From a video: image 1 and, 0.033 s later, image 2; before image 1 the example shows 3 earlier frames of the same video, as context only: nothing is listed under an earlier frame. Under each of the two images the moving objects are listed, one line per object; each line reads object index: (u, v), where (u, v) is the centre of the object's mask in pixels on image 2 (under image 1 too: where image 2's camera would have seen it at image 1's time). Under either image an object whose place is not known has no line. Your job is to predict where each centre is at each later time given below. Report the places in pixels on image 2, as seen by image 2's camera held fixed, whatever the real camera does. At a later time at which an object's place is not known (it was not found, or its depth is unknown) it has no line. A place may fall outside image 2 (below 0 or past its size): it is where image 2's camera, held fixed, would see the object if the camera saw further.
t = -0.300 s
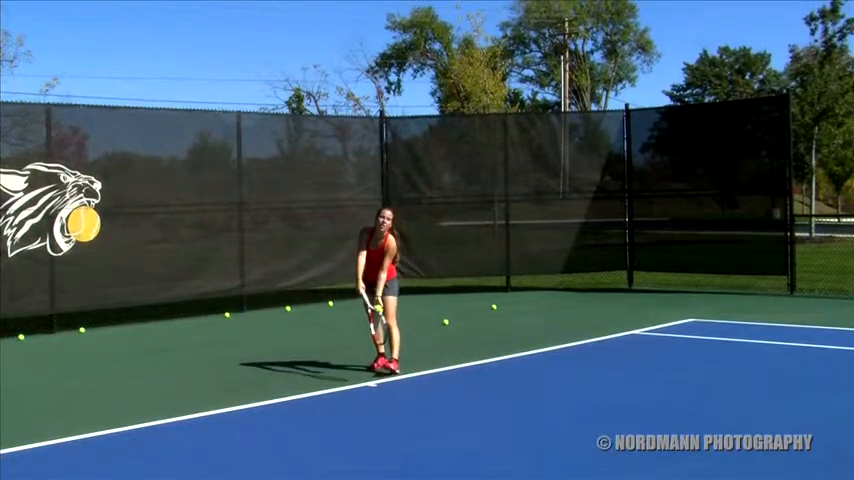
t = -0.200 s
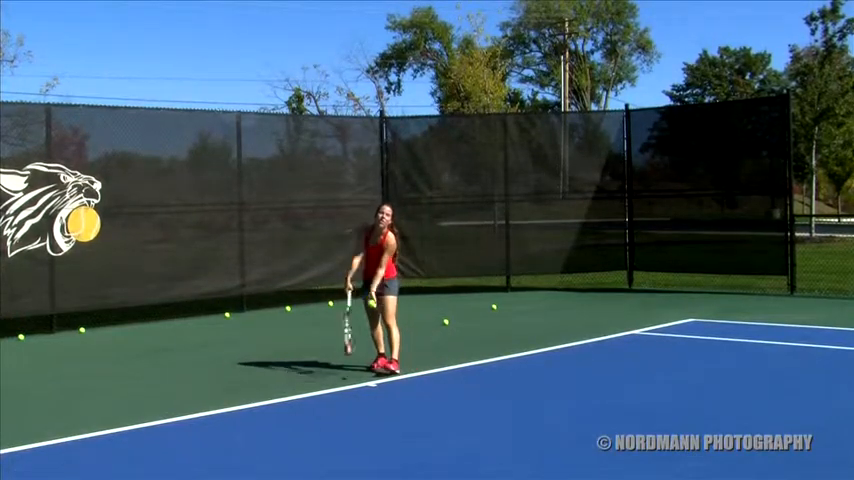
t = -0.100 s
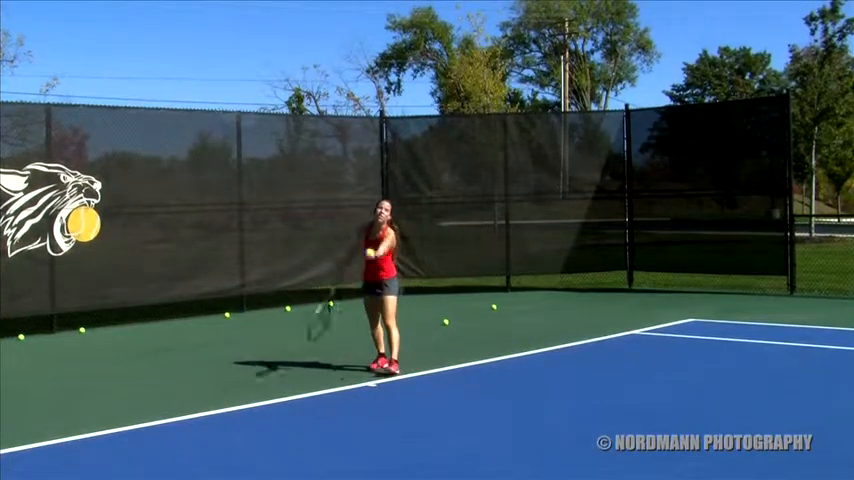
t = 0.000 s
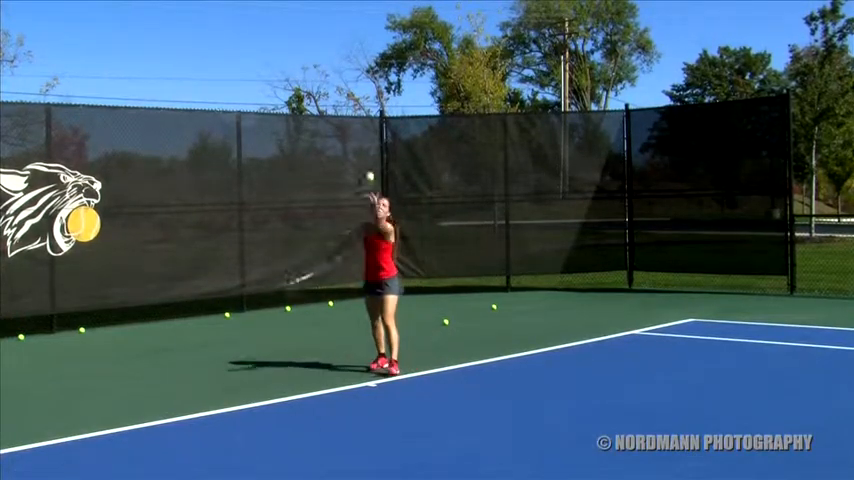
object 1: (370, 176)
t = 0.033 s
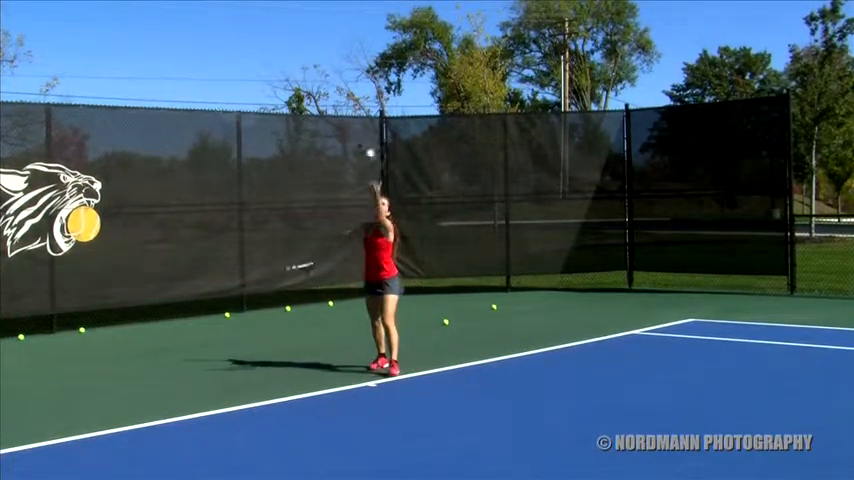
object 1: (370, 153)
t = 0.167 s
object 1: (370, 76)
